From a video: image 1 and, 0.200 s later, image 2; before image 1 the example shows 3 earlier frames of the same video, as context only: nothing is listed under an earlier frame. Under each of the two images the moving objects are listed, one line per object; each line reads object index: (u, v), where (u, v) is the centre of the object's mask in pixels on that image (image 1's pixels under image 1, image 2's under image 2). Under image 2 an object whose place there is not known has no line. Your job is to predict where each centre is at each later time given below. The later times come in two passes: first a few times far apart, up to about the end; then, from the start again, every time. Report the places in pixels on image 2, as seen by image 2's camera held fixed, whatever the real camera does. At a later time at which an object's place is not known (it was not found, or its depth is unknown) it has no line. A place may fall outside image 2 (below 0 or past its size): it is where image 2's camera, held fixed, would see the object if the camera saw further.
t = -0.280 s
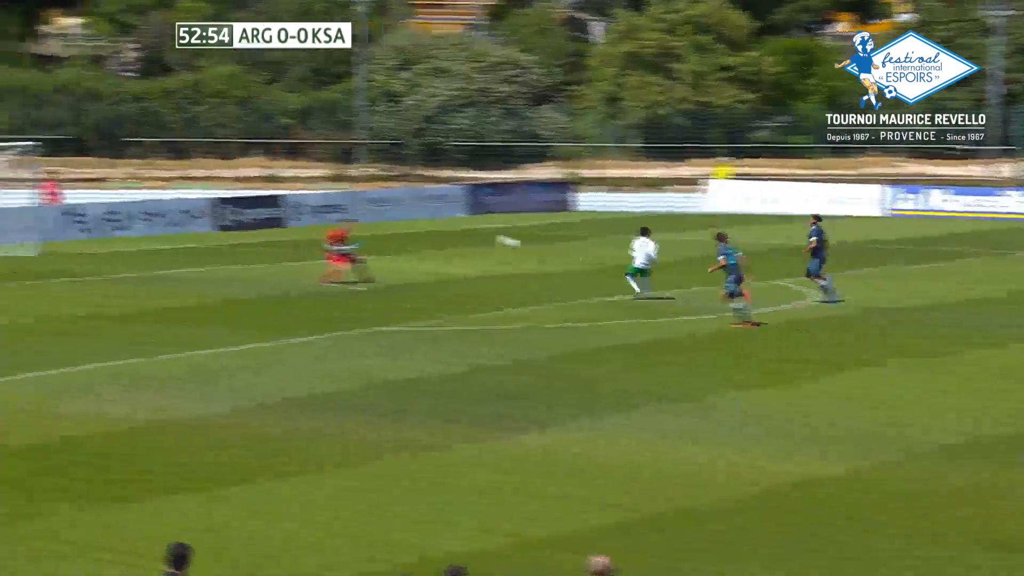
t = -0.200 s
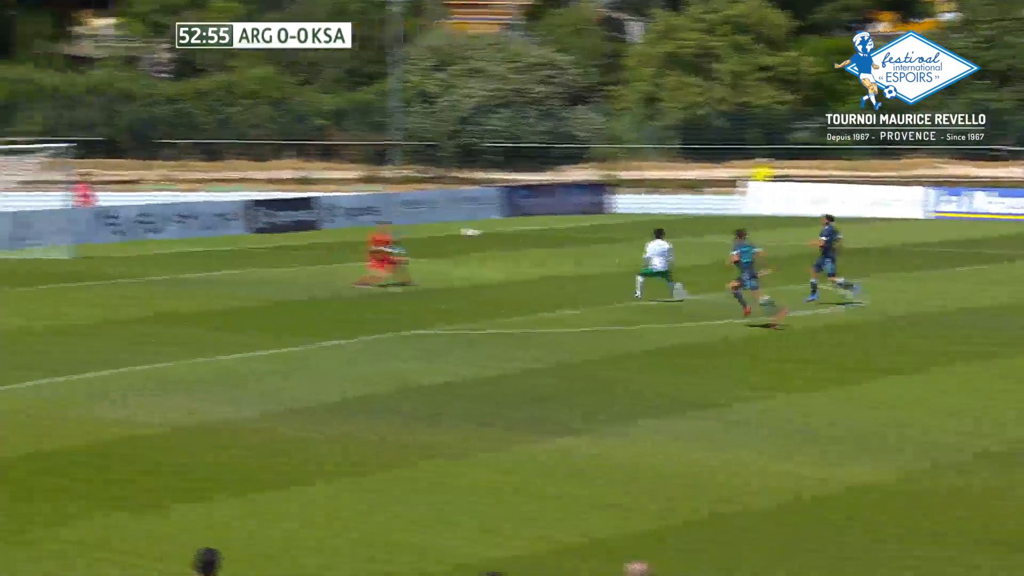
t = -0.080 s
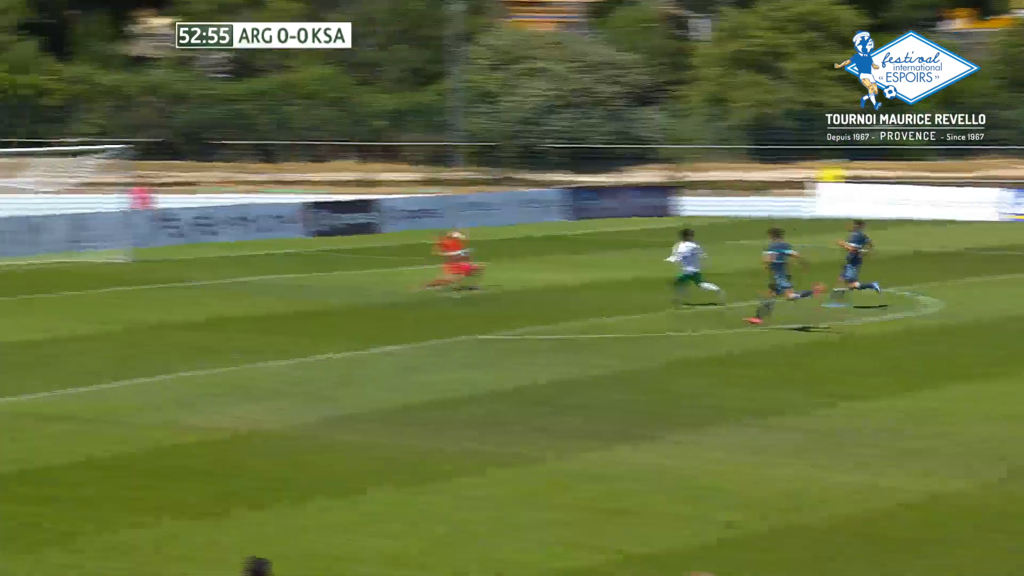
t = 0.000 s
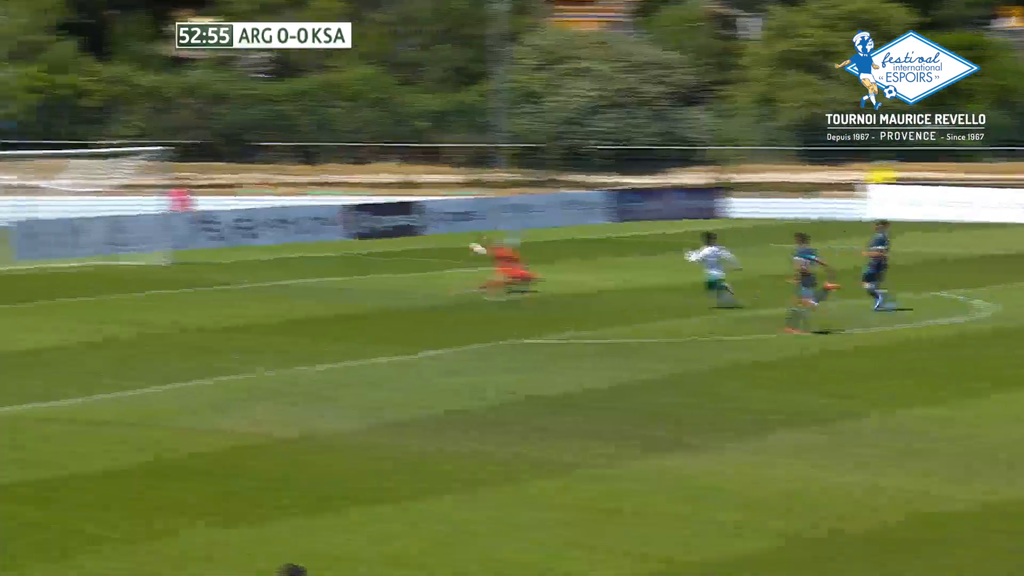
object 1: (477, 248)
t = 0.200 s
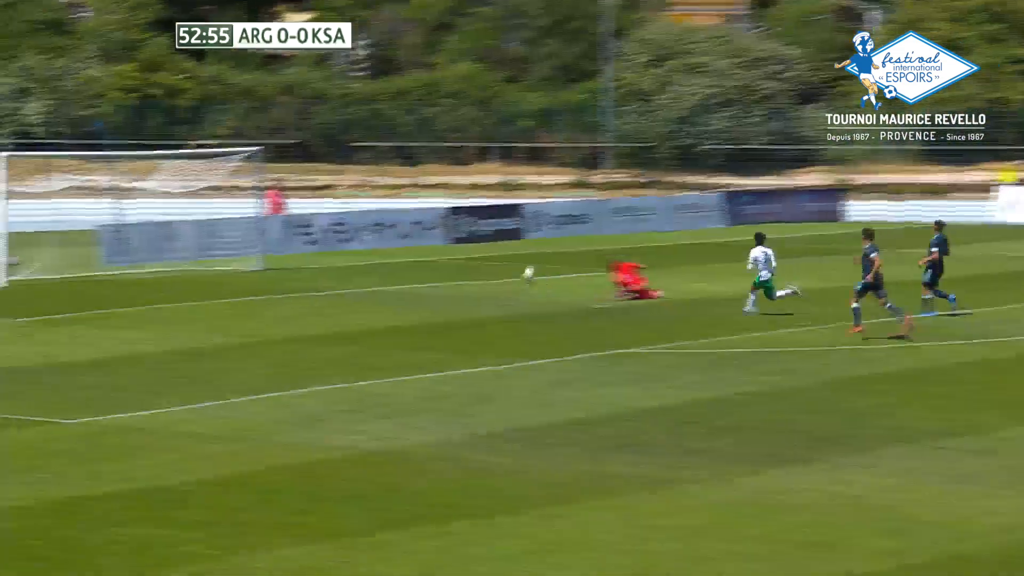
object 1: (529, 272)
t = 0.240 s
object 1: (521, 267)
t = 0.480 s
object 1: (473, 250)
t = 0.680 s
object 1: (435, 254)
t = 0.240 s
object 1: (521, 267)
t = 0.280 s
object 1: (513, 262)
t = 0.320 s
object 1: (505, 258)
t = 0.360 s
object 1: (497, 254)
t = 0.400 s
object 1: (489, 252)
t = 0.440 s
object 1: (480, 250)
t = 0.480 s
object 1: (473, 250)
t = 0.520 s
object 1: (465, 249)
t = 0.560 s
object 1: (458, 249)
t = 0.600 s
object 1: (451, 250)
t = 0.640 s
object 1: (443, 251)
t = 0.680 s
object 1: (435, 254)
